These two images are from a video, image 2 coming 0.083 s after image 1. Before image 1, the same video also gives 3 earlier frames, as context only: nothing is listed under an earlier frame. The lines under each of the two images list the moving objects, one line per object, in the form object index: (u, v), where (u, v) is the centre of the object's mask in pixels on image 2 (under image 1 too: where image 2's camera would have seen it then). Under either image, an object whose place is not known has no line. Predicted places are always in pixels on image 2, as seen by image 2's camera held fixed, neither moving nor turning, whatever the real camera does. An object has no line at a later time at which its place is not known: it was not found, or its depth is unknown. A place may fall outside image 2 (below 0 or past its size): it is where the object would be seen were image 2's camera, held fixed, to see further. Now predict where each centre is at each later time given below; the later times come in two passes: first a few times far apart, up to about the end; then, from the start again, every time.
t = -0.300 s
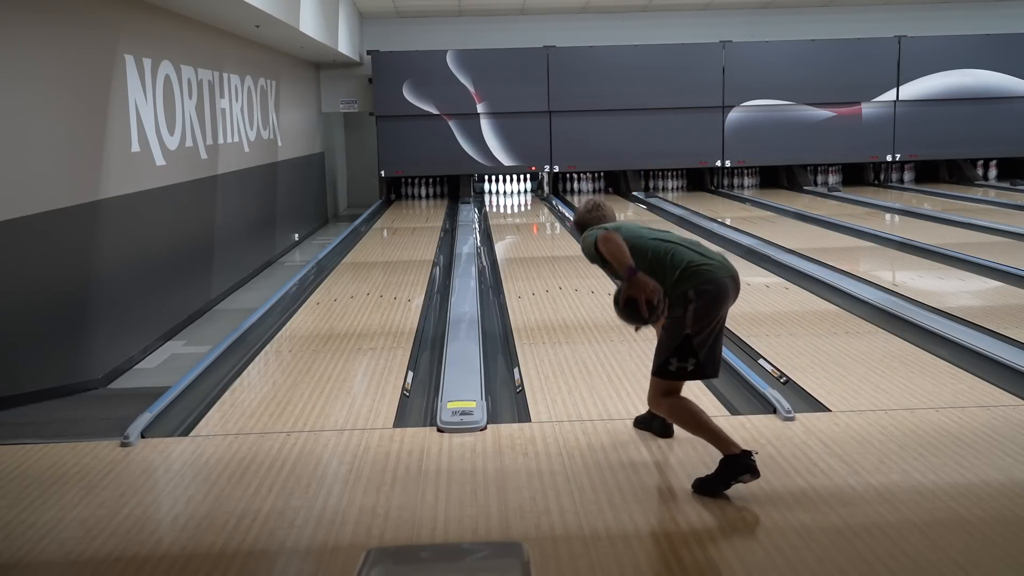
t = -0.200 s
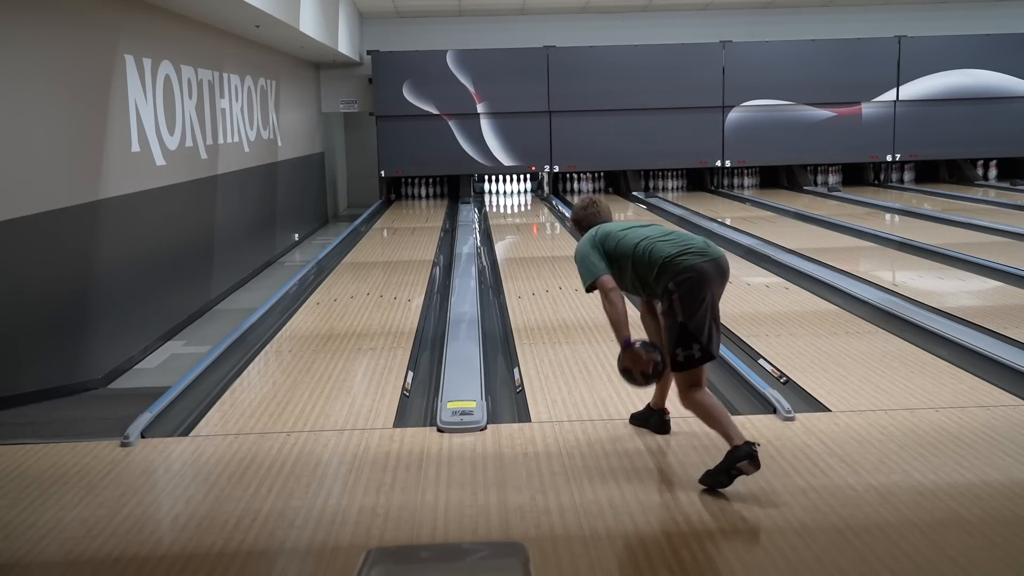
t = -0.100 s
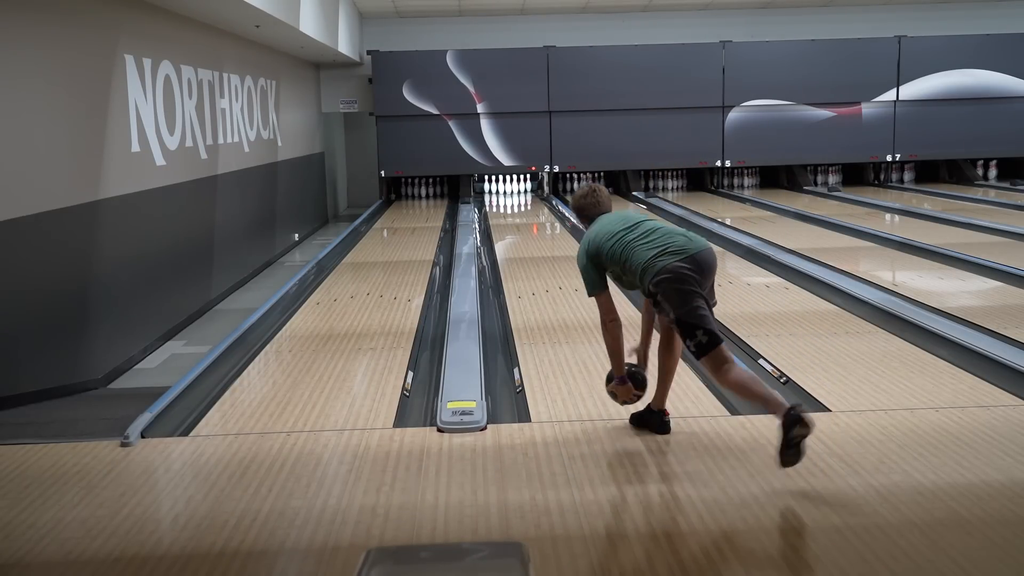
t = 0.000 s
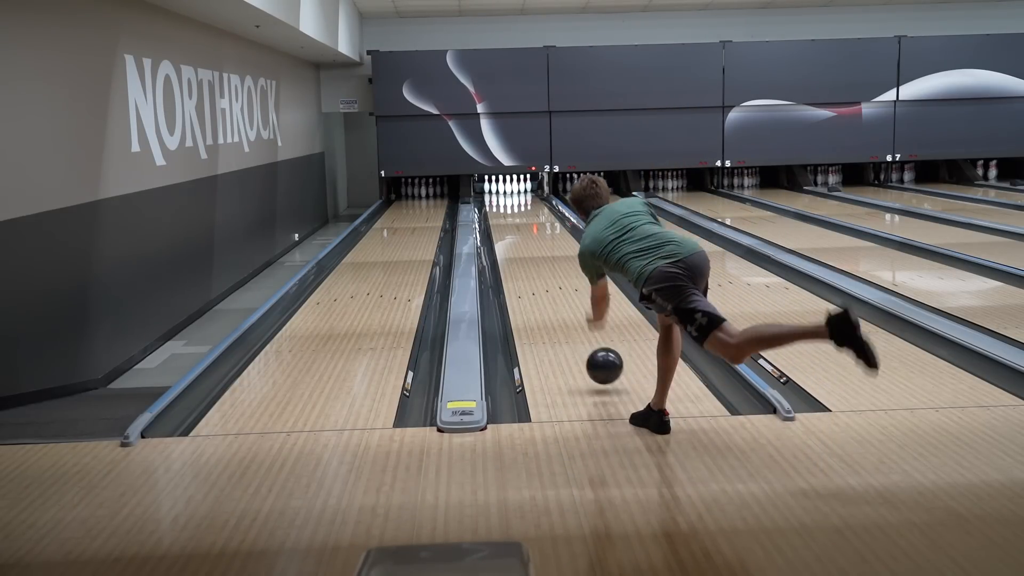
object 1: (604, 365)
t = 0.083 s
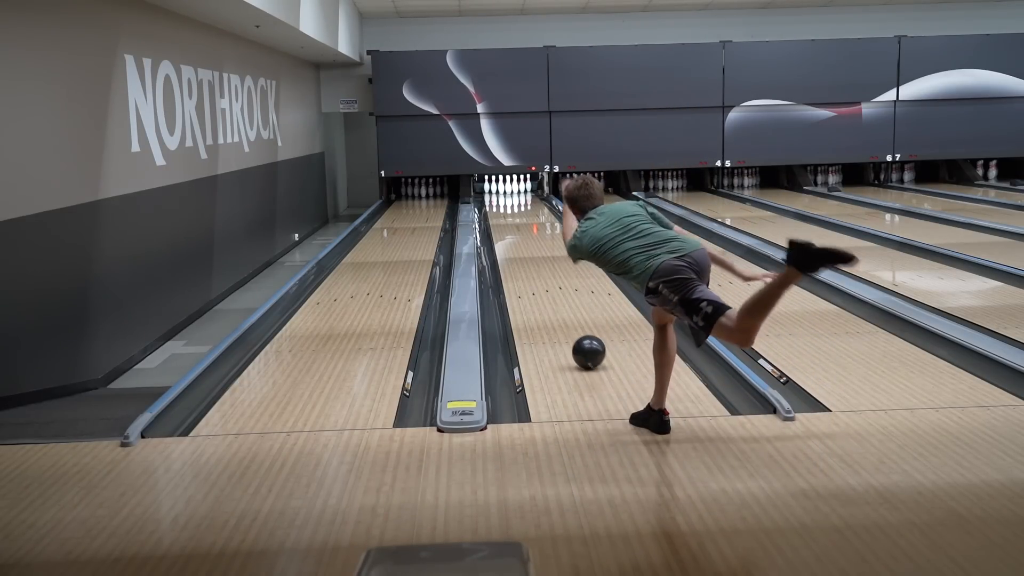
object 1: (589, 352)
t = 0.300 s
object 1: (558, 309)
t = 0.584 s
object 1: (533, 273)
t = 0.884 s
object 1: (516, 247)
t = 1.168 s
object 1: (505, 230)
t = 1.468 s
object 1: (499, 217)
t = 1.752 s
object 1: (498, 207)
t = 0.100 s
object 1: (586, 348)
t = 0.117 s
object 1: (583, 344)
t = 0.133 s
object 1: (580, 340)
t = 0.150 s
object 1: (578, 337)
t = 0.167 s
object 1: (575, 333)
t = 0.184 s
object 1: (573, 330)
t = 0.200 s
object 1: (571, 327)
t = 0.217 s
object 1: (569, 324)
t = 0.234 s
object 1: (566, 321)
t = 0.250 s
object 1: (564, 318)
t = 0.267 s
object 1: (562, 315)
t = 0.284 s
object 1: (560, 312)
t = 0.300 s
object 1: (558, 309)
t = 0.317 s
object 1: (557, 307)
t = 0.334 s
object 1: (555, 304)
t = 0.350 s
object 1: (553, 302)
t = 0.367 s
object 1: (551, 299)
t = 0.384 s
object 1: (550, 297)
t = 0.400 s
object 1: (548, 295)
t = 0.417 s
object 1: (546, 292)
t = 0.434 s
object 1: (545, 290)
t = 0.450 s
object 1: (543, 288)
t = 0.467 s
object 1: (542, 286)
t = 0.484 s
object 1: (541, 284)
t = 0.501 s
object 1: (539, 282)
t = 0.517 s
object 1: (538, 280)
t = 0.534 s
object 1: (537, 278)
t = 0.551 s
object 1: (535, 277)
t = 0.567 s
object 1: (534, 275)
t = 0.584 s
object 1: (533, 273)
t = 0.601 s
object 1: (532, 271)
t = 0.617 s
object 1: (531, 269)
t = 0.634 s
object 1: (530, 268)
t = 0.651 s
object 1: (529, 266)
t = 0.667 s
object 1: (528, 264)
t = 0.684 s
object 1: (526, 263)
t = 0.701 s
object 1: (525, 261)
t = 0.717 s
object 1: (525, 260)
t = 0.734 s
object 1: (524, 258)
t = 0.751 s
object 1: (523, 257)
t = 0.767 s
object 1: (522, 256)
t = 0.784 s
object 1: (521, 254)
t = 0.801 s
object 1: (520, 253)
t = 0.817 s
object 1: (519, 252)
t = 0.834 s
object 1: (518, 251)
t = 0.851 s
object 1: (517, 250)
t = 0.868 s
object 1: (516, 248)
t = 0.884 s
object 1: (516, 247)
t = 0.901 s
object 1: (515, 246)
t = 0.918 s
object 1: (514, 245)
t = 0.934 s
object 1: (514, 244)
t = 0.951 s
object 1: (513, 243)
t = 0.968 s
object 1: (512, 242)
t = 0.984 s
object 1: (511, 240)
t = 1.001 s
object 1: (511, 240)
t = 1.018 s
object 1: (510, 238)
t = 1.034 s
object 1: (510, 237)
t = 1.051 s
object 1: (509, 236)
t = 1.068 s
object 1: (508, 235)
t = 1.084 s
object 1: (508, 234)
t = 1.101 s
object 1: (507, 233)
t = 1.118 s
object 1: (507, 232)
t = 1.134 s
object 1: (506, 232)
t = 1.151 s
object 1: (506, 231)
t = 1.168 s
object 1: (505, 230)
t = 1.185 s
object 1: (505, 229)
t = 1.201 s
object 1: (504, 228)
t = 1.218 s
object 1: (504, 228)
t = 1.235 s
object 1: (503, 227)
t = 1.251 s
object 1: (503, 226)
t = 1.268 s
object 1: (503, 225)
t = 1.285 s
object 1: (502, 225)
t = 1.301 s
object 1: (502, 224)
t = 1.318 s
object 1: (502, 223)
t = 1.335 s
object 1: (501, 222)
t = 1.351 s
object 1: (501, 222)
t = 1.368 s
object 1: (501, 221)
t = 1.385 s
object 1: (501, 220)
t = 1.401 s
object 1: (500, 219)
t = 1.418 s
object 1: (500, 219)
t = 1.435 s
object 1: (500, 218)
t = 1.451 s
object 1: (500, 217)
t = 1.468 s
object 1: (499, 217)
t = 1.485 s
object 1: (499, 216)
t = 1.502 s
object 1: (499, 215)
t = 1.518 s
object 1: (499, 215)
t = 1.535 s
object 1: (499, 214)
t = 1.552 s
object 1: (499, 213)
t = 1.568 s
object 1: (498, 213)
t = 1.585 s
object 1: (498, 212)
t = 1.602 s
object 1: (498, 212)
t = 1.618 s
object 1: (498, 211)
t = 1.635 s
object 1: (498, 211)
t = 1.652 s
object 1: (498, 210)
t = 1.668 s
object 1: (498, 209)
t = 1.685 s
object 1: (498, 209)
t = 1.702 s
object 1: (498, 209)
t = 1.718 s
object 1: (498, 208)
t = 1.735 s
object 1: (498, 207)
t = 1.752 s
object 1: (498, 207)
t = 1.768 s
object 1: (498, 206)
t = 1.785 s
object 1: (498, 206)
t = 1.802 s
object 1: (498, 205)
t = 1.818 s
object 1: (498, 205)
